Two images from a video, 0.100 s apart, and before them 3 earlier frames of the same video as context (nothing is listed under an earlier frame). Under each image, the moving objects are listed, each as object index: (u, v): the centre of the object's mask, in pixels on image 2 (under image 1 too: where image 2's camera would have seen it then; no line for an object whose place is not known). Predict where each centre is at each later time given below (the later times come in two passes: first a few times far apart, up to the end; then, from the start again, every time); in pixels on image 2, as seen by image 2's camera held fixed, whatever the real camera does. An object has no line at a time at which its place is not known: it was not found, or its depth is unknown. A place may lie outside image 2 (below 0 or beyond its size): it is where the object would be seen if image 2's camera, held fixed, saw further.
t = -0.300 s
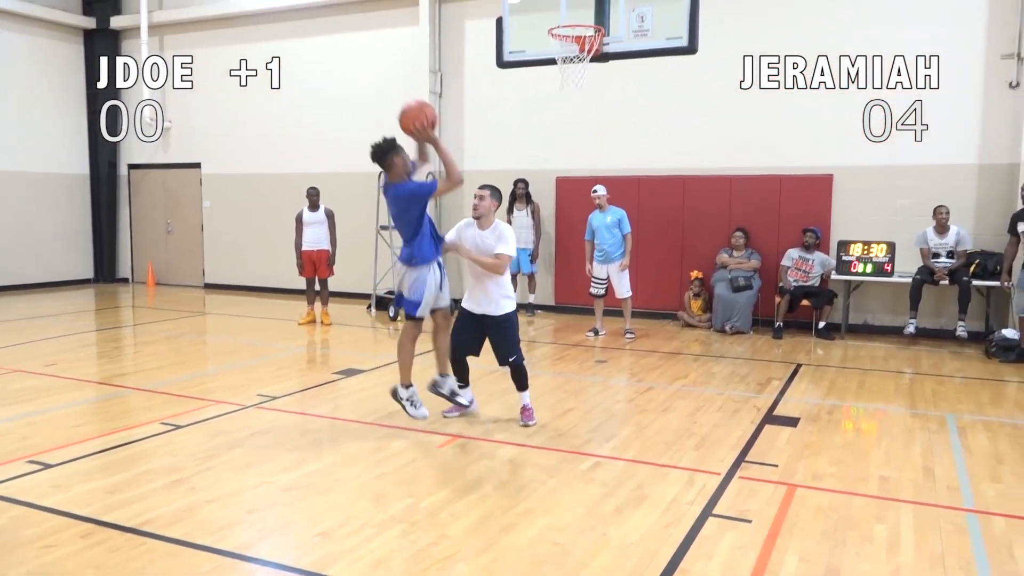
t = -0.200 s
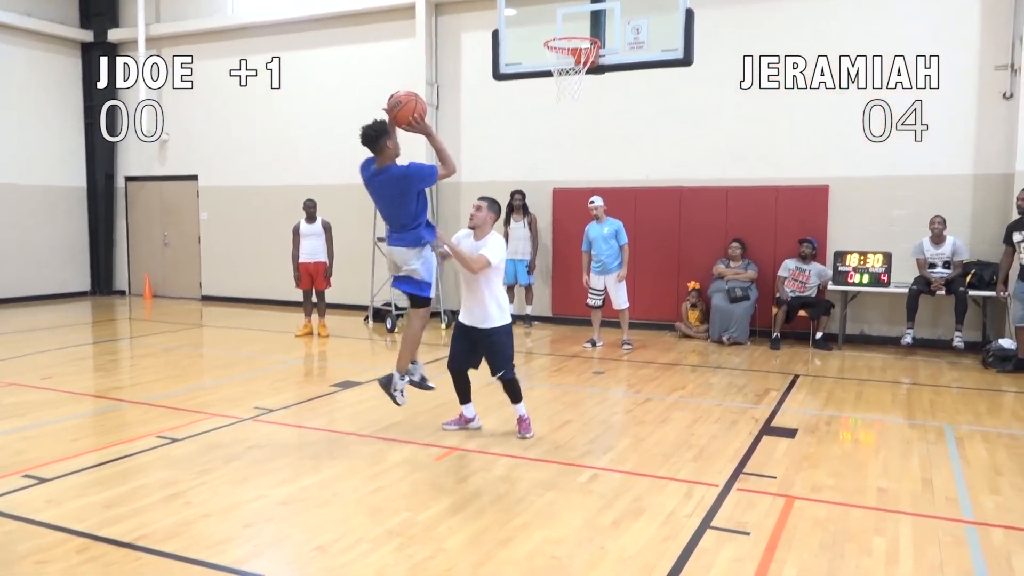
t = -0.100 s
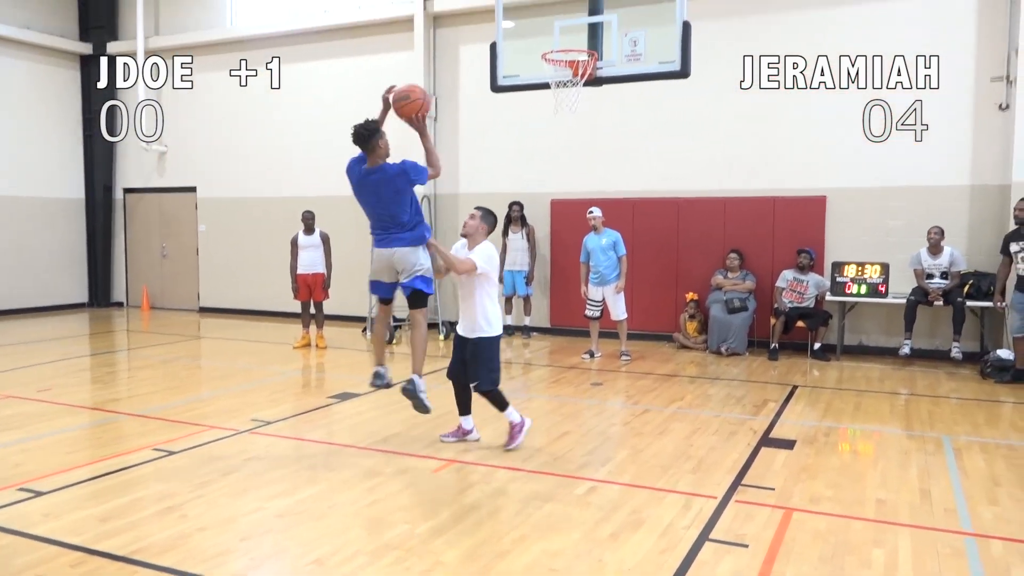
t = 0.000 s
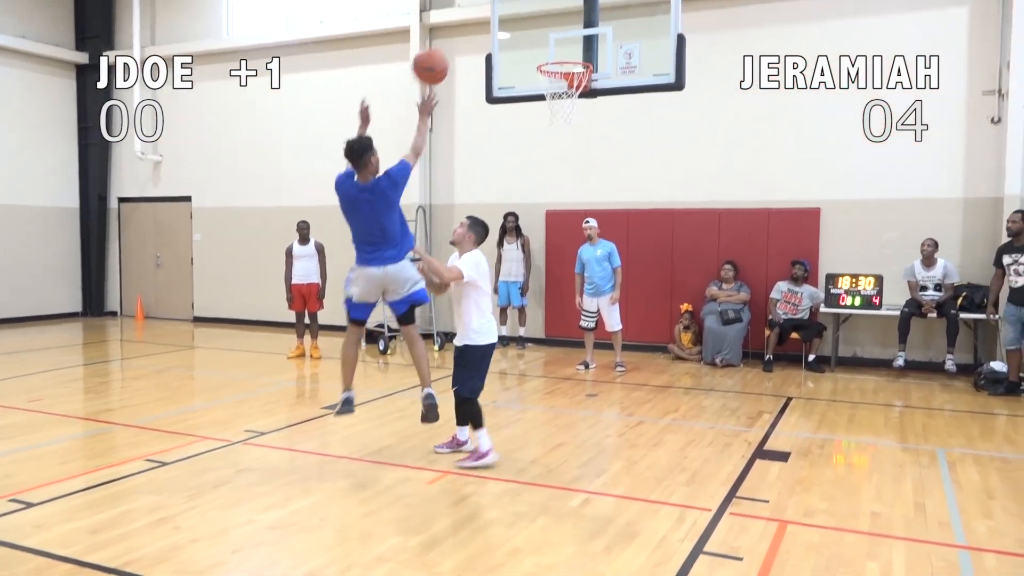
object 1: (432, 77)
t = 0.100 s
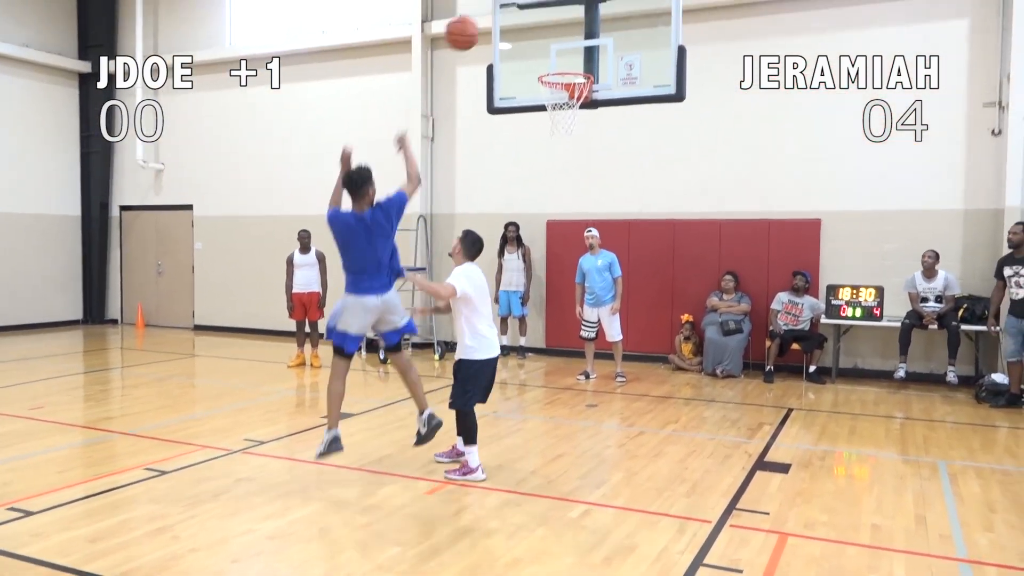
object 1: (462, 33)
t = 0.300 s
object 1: (514, -4)
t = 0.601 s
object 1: (574, 36)
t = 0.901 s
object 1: (560, 49)
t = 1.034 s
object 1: (539, 56)
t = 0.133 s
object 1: (471, 22)
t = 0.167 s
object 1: (481, 13)
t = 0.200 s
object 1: (490, 6)
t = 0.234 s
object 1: (498, 1)
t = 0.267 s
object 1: (506, -2)
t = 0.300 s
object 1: (514, -4)
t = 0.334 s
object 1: (522, -5)
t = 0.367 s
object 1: (529, -4)
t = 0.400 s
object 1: (536, -2)
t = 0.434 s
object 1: (543, 1)
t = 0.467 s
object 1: (550, 6)
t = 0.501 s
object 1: (556, 12)
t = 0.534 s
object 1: (562, 19)
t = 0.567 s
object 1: (569, 27)
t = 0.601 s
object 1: (574, 36)
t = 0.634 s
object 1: (580, 46)
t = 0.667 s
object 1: (585, 57)
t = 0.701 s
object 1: (586, 64)
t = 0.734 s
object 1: (584, 65)
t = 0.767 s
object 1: (579, 61)
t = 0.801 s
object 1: (574, 56)
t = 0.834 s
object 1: (570, 52)
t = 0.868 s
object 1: (565, 50)
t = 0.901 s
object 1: (560, 49)
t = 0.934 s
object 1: (555, 48)
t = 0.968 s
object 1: (550, 49)
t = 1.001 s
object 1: (544, 52)
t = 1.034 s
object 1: (539, 56)
